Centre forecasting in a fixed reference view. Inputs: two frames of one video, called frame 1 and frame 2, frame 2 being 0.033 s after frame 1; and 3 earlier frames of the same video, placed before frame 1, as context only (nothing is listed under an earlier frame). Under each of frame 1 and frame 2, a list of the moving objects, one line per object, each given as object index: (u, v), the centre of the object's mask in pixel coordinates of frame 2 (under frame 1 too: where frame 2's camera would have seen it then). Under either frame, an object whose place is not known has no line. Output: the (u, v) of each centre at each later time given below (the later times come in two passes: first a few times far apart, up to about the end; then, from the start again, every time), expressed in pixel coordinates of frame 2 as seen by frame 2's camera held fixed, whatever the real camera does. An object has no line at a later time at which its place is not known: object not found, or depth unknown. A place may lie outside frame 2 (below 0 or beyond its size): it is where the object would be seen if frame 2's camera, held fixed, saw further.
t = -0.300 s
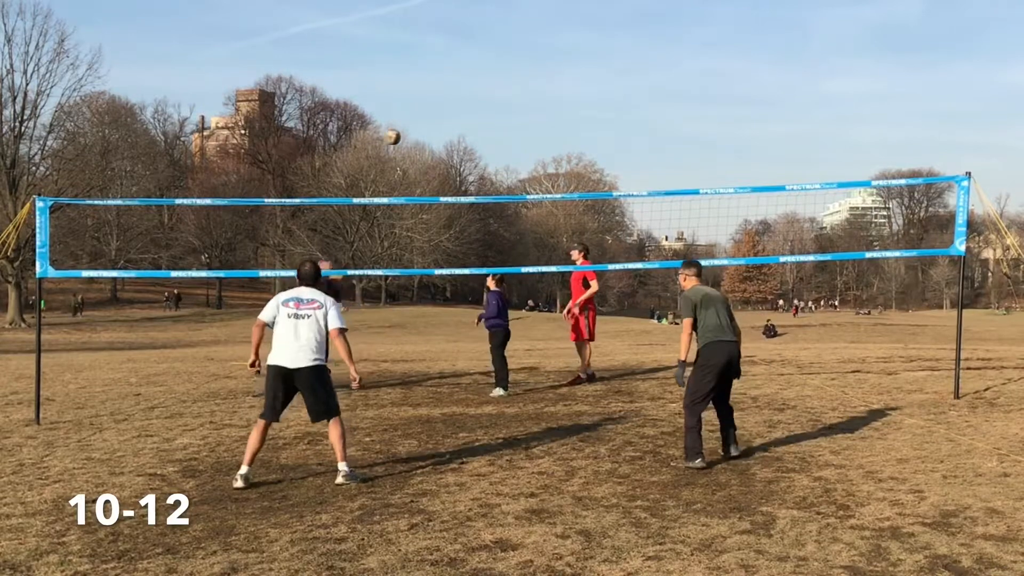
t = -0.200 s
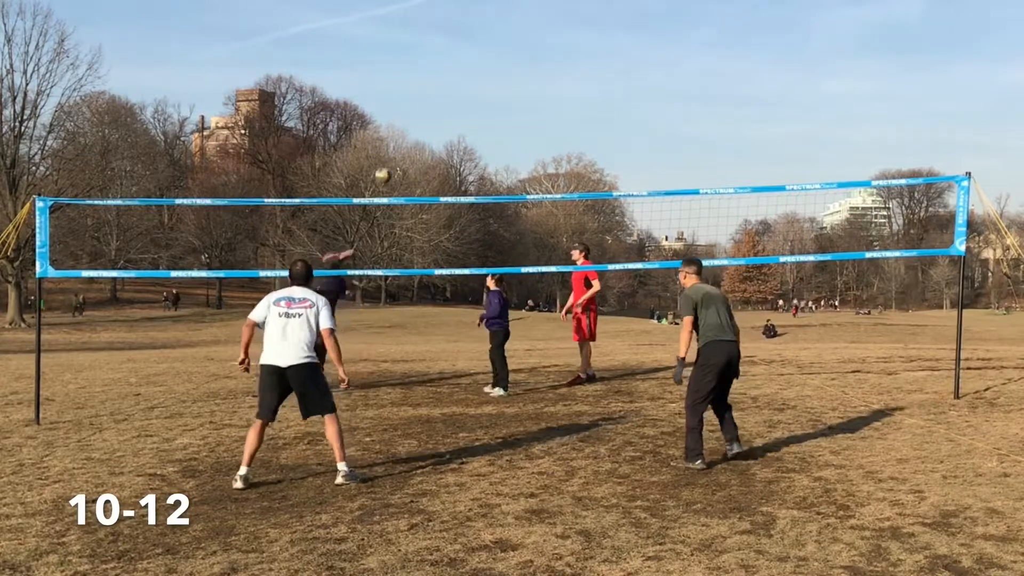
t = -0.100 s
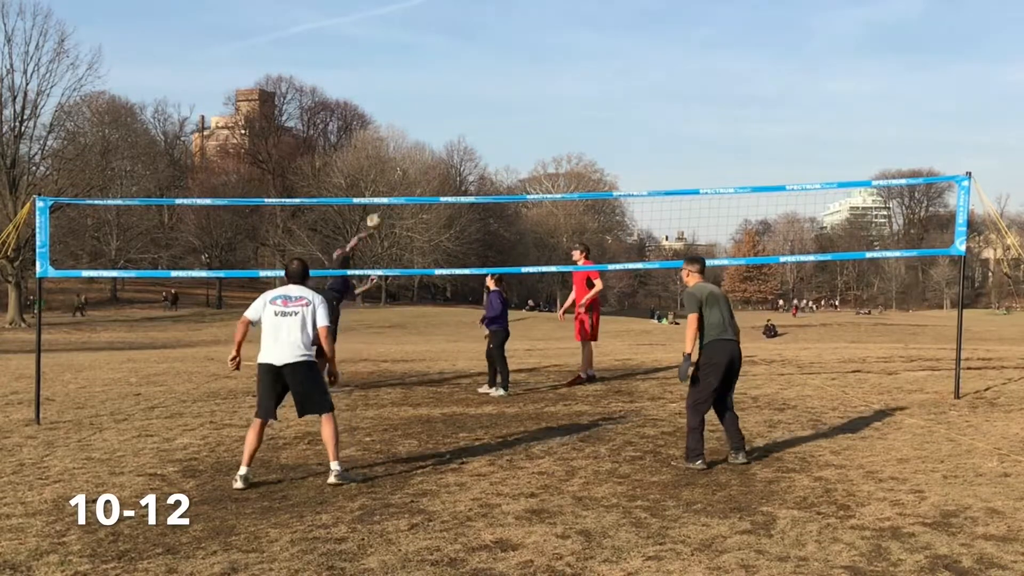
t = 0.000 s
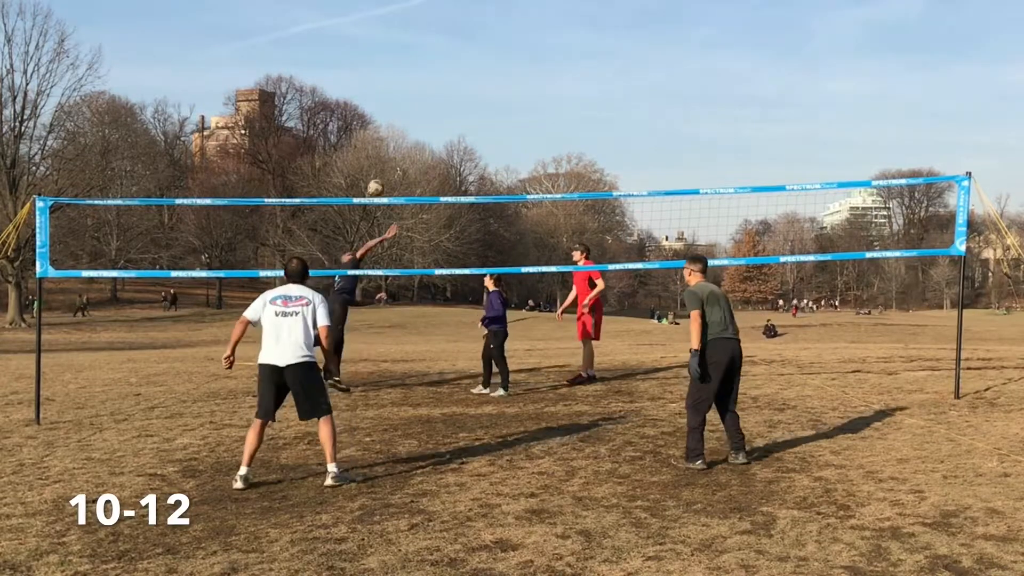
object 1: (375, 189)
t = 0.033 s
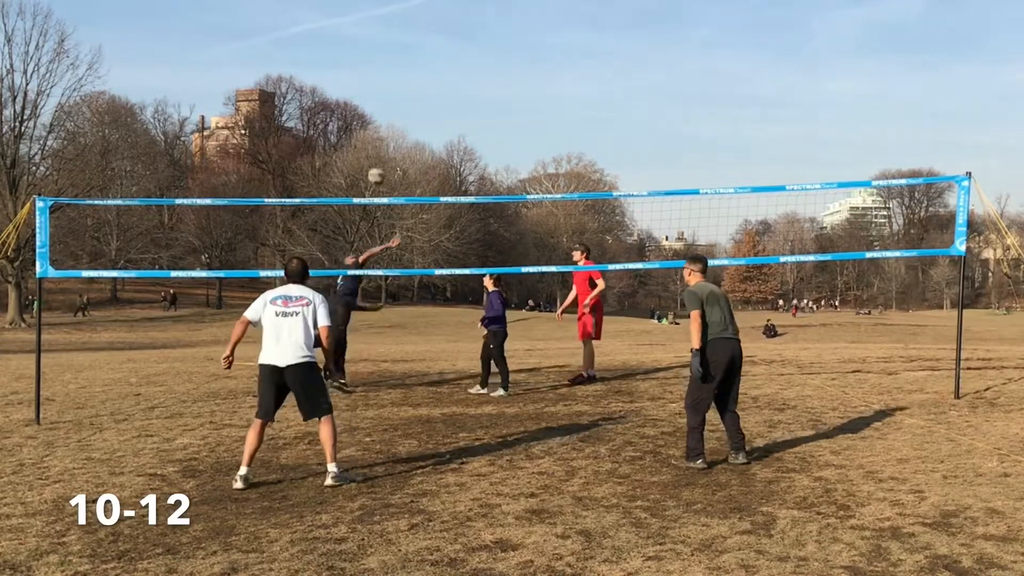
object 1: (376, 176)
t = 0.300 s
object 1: (382, 104)
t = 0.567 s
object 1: (387, 88)
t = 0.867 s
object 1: (392, 168)
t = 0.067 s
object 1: (377, 164)
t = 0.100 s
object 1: (378, 154)
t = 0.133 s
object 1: (379, 144)
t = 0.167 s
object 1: (379, 135)
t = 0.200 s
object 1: (380, 125)
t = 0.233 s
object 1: (381, 118)
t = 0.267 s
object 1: (381, 111)
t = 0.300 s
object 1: (382, 104)
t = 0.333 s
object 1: (383, 99)
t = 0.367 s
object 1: (383, 94)
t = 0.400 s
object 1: (384, 91)
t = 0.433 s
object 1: (384, 88)
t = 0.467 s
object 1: (385, 86)
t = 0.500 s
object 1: (385, 86)
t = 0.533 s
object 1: (386, 86)
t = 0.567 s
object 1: (387, 88)
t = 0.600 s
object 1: (387, 91)
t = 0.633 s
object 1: (388, 95)
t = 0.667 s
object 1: (388, 101)
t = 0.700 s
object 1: (389, 108)
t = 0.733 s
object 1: (390, 117)
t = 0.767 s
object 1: (390, 127)
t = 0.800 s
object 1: (391, 139)
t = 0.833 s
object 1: (391, 153)
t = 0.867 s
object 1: (392, 168)
